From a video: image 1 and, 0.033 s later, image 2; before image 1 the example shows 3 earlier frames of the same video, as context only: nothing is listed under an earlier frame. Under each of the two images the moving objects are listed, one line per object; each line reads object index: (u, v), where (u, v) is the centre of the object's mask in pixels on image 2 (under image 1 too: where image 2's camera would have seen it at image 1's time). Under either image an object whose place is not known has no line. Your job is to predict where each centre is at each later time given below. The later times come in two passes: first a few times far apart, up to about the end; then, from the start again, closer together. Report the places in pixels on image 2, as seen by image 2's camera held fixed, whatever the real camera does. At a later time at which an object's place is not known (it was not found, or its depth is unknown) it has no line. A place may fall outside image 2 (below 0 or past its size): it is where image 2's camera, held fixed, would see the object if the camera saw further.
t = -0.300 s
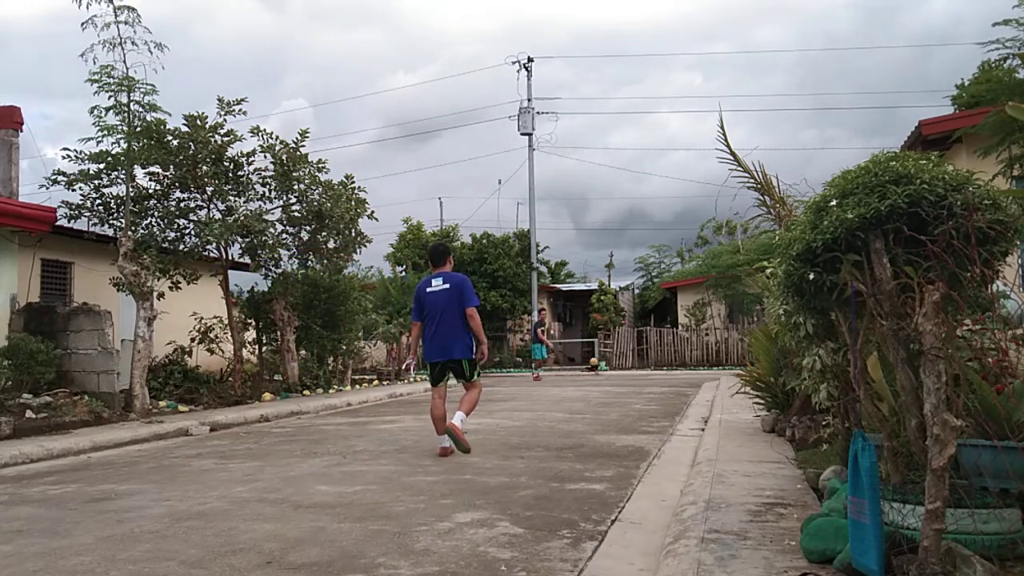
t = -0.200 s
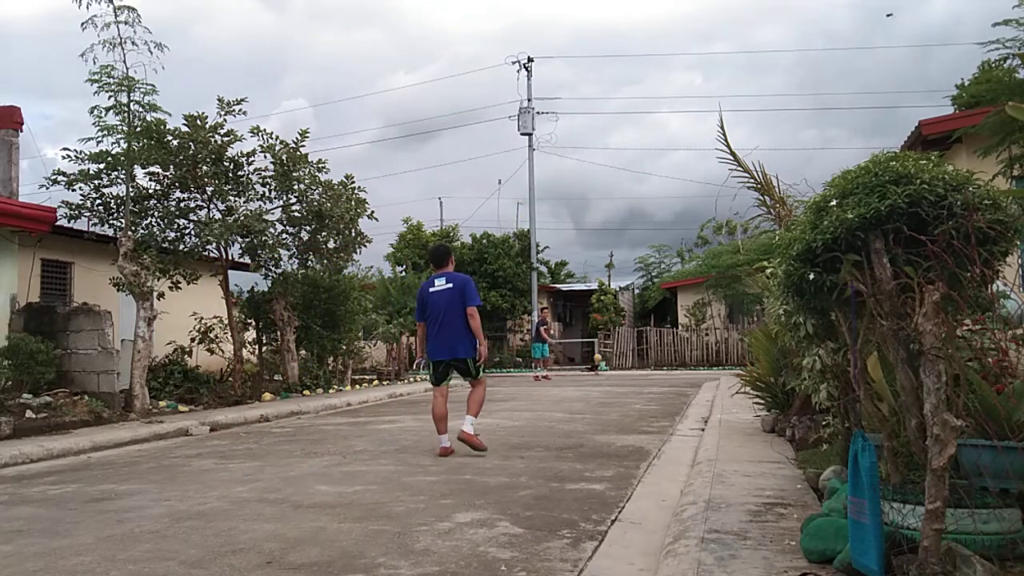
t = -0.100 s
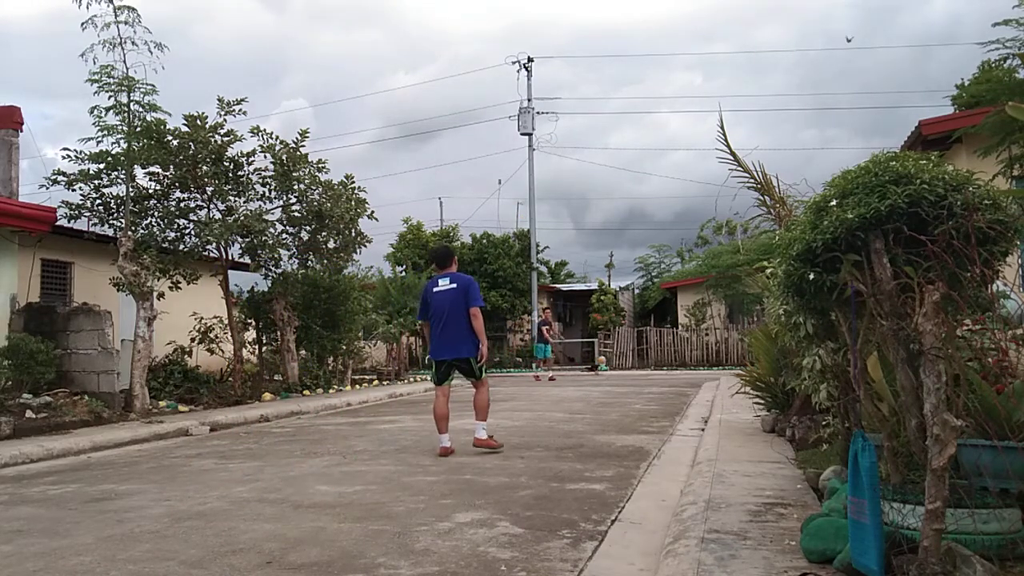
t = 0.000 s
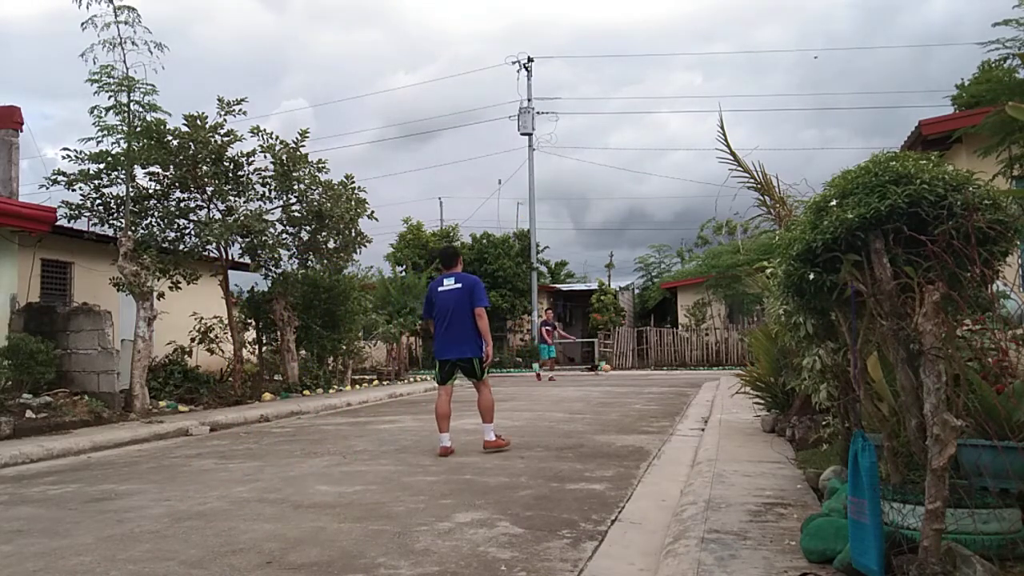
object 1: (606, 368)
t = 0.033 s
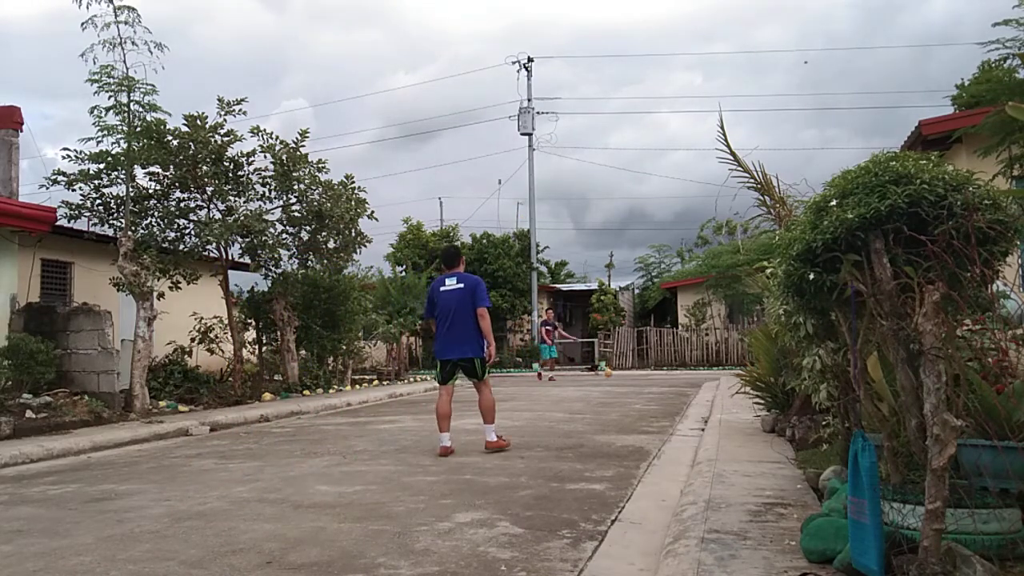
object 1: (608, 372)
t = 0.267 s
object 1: (618, 381)
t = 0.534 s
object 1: (631, 395)
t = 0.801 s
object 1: (645, 402)
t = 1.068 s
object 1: (660, 410)
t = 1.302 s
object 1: (675, 416)
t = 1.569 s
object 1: (698, 426)
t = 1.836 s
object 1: (688, 437)
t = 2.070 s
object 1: (684, 446)
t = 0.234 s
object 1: (617, 382)
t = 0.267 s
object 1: (618, 381)
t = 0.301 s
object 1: (620, 381)
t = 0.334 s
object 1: (621, 381)
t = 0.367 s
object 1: (623, 382)
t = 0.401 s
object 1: (623, 384)
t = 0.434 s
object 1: (626, 387)
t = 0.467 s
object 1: (628, 390)
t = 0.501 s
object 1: (630, 395)
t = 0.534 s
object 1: (631, 395)
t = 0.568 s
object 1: (632, 394)
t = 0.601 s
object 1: (634, 393)
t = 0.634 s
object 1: (636, 393)
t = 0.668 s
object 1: (637, 393)
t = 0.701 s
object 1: (639, 395)
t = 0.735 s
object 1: (641, 397)
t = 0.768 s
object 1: (643, 401)
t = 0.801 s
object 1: (645, 402)
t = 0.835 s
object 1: (646, 402)
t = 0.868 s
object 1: (648, 402)
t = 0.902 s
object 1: (650, 404)
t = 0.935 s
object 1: (652, 405)
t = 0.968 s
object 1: (654, 405)
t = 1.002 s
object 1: (656, 405)
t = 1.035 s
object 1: (658, 407)
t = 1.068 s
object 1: (660, 410)
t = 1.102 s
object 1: (662, 411)
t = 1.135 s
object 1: (664, 411)
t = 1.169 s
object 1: (666, 413)
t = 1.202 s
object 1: (669, 414)
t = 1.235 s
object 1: (671, 415)
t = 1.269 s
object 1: (673, 416)
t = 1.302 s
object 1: (675, 416)
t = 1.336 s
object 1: (678, 417)
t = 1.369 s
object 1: (680, 419)
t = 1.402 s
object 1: (683, 421)
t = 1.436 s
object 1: (685, 421)
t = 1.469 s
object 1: (688, 422)
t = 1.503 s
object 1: (695, 423)
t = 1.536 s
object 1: (697, 426)
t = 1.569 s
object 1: (698, 426)
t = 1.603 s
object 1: (698, 427)
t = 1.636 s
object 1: (696, 427)
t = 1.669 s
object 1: (695, 428)
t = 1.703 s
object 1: (693, 430)
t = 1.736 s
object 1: (693, 430)
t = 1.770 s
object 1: (692, 431)
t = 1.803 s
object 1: (688, 436)
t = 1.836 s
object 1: (688, 437)
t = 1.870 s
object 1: (687, 437)
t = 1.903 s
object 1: (686, 439)
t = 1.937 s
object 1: (686, 440)
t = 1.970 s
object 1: (685, 440)
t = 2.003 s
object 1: (685, 441)
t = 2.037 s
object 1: (684, 445)
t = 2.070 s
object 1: (684, 446)
